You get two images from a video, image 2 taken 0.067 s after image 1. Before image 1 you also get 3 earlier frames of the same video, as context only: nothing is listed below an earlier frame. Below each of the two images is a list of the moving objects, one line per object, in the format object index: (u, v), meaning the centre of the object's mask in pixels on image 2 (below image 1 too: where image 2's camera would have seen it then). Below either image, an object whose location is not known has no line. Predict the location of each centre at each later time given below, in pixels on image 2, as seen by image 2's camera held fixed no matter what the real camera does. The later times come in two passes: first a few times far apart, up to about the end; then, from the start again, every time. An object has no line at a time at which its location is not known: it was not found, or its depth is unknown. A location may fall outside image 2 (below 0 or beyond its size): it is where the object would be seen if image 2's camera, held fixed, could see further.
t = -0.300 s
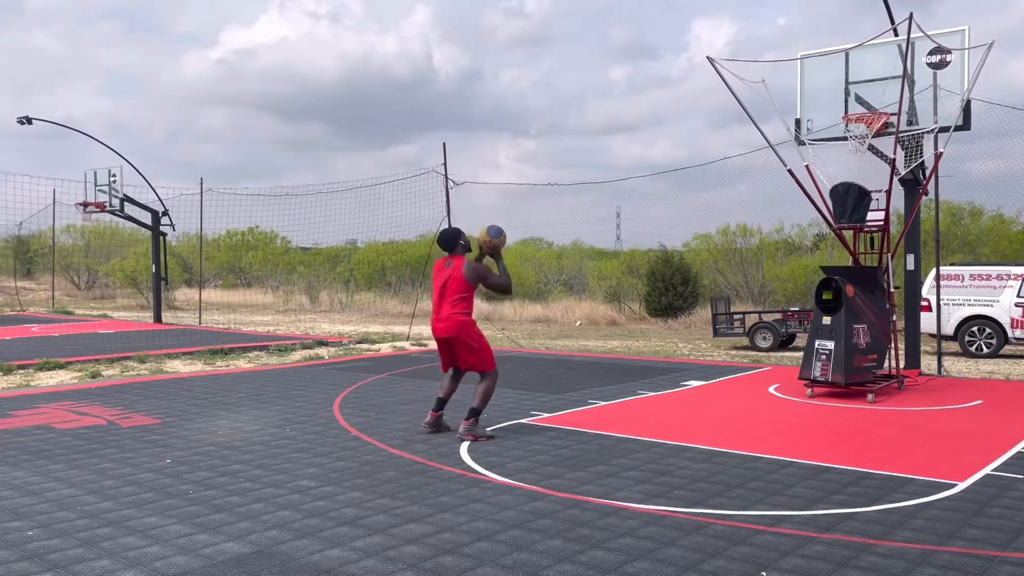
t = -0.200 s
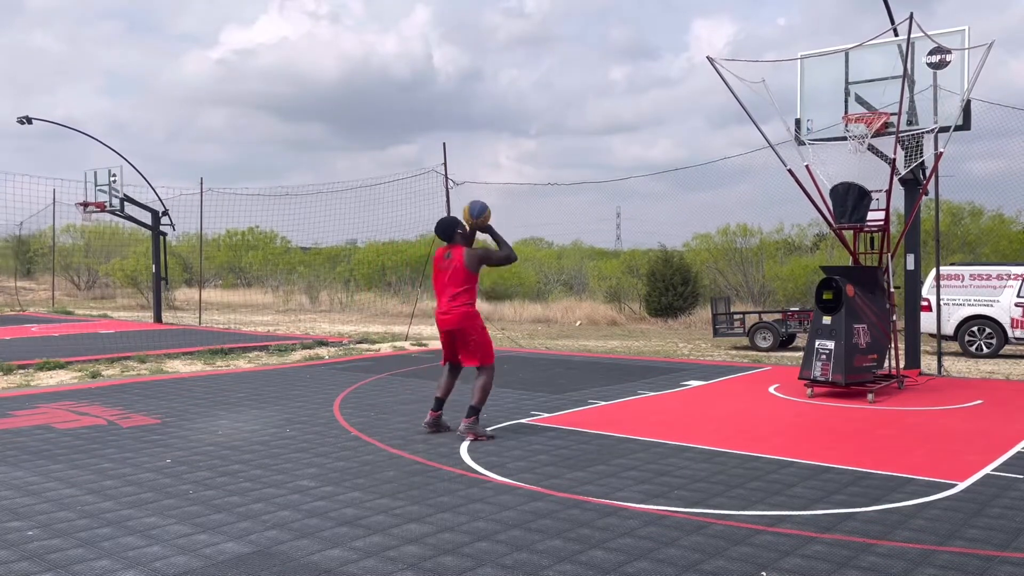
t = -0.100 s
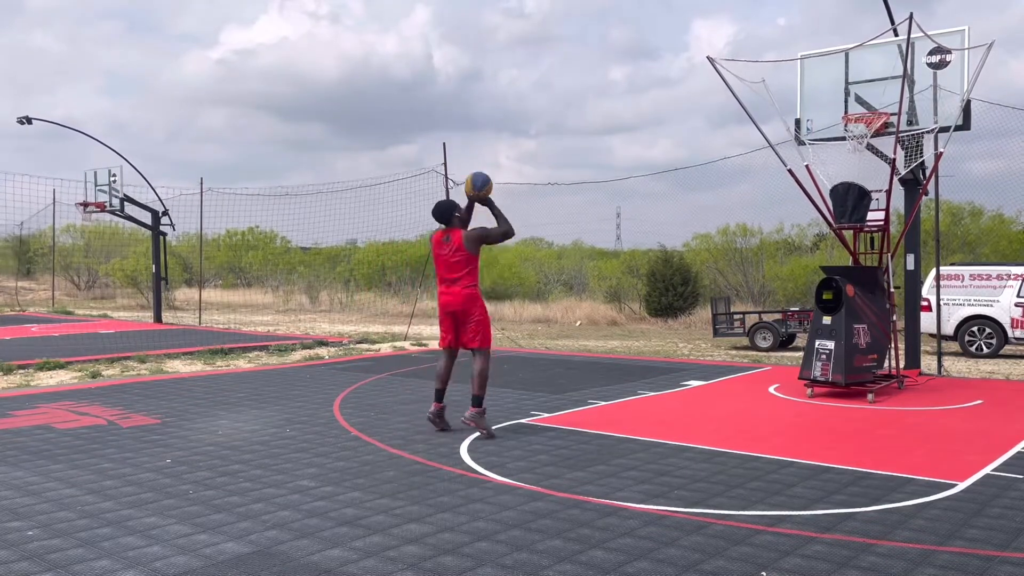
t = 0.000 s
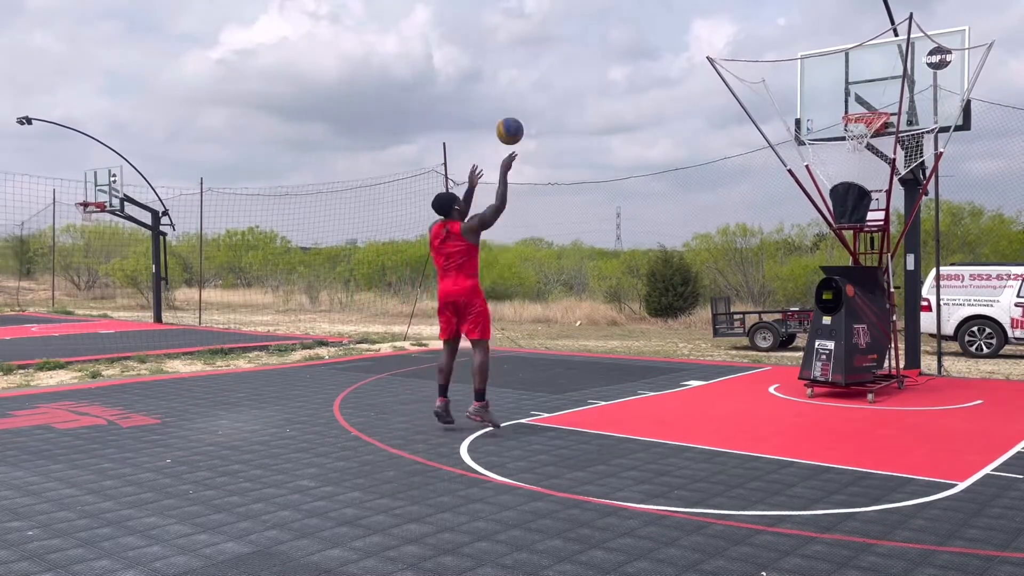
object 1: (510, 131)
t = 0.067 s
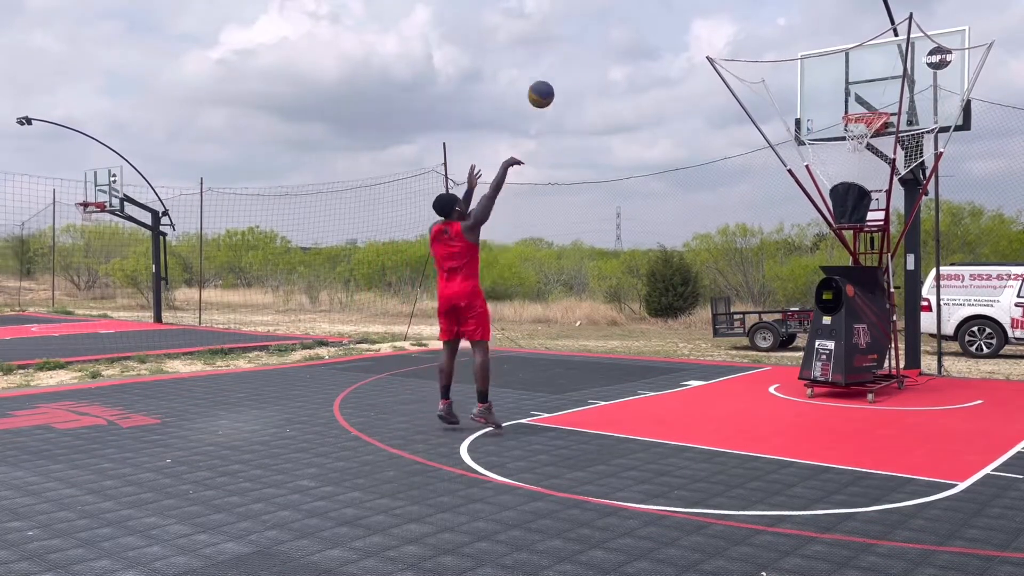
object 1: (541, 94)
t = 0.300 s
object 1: (638, 14)
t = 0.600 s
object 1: (740, 7)
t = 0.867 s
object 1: (813, 65)
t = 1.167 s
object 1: (801, 92)
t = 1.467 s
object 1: (744, 117)
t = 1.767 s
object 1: (789, 111)
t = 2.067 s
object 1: (844, 170)
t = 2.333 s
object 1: (875, 181)
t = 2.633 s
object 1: (864, 178)
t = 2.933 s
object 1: (828, 183)
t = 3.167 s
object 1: (825, 182)
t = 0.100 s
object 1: (556, 78)
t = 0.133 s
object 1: (571, 64)
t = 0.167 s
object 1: (585, 51)
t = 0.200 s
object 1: (598, 40)
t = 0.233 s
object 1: (612, 30)
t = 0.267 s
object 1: (625, 21)
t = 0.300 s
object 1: (638, 14)
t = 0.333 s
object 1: (651, 9)
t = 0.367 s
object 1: (663, 7)
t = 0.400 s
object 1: (675, 5)
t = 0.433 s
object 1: (686, 4)
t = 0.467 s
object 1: (698, 4)
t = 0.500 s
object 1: (709, 4)
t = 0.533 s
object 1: (719, 4)
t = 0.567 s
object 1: (730, 5)
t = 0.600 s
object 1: (740, 7)
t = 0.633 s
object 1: (751, 9)
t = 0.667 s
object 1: (760, 12)
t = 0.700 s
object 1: (770, 19)
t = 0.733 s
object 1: (779, 26)
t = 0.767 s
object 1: (788, 34)
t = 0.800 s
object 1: (797, 43)
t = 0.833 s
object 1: (805, 53)
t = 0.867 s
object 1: (813, 65)
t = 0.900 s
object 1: (821, 75)
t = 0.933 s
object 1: (829, 87)
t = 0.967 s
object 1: (835, 100)
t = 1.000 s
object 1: (838, 108)
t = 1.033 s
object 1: (831, 102)
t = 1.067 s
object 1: (824, 98)
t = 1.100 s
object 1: (816, 95)
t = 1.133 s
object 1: (809, 93)
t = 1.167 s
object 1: (801, 92)
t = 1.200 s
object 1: (794, 92)
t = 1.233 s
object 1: (786, 93)
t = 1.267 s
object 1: (779, 95)
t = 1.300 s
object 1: (772, 97)
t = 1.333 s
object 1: (764, 101)
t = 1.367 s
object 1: (757, 106)
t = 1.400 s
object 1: (751, 109)
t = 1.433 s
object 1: (747, 114)
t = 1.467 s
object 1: (744, 117)
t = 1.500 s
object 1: (745, 118)
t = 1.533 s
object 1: (748, 118)
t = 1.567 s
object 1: (753, 116)
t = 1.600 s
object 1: (759, 113)
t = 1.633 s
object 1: (764, 112)
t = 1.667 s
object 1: (770, 110)
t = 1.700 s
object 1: (776, 109)
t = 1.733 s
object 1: (783, 109)
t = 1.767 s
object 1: (789, 111)
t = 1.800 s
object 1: (796, 113)
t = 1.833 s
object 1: (802, 117)
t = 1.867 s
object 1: (808, 121)
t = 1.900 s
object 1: (814, 126)
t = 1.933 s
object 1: (821, 133)
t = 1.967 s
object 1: (827, 141)
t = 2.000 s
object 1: (833, 150)
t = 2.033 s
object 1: (839, 160)
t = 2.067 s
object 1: (844, 170)
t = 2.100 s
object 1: (850, 176)
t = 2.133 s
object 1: (855, 180)
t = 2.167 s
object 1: (860, 183)
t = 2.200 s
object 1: (865, 183)
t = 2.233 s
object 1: (869, 183)
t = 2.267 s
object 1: (873, 181)
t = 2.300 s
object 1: (874, 180)
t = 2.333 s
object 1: (875, 181)
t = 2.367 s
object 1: (876, 181)
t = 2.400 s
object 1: (876, 182)
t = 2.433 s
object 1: (876, 184)
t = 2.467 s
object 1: (876, 185)
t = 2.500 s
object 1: (875, 186)
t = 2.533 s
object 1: (874, 185)
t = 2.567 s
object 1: (871, 183)
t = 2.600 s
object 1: (868, 180)
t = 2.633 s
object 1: (864, 178)
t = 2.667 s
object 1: (860, 176)
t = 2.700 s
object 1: (856, 174)
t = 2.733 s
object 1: (852, 173)
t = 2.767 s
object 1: (848, 173)
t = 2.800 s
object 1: (844, 173)
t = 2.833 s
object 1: (840, 174)
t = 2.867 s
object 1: (836, 176)
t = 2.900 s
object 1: (832, 179)
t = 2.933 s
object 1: (828, 183)
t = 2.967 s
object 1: (824, 186)
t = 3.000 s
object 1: (822, 189)
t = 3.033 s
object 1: (821, 189)
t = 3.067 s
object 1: (821, 188)
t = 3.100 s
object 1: (822, 186)
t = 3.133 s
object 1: (823, 184)
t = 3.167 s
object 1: (825, 182)
